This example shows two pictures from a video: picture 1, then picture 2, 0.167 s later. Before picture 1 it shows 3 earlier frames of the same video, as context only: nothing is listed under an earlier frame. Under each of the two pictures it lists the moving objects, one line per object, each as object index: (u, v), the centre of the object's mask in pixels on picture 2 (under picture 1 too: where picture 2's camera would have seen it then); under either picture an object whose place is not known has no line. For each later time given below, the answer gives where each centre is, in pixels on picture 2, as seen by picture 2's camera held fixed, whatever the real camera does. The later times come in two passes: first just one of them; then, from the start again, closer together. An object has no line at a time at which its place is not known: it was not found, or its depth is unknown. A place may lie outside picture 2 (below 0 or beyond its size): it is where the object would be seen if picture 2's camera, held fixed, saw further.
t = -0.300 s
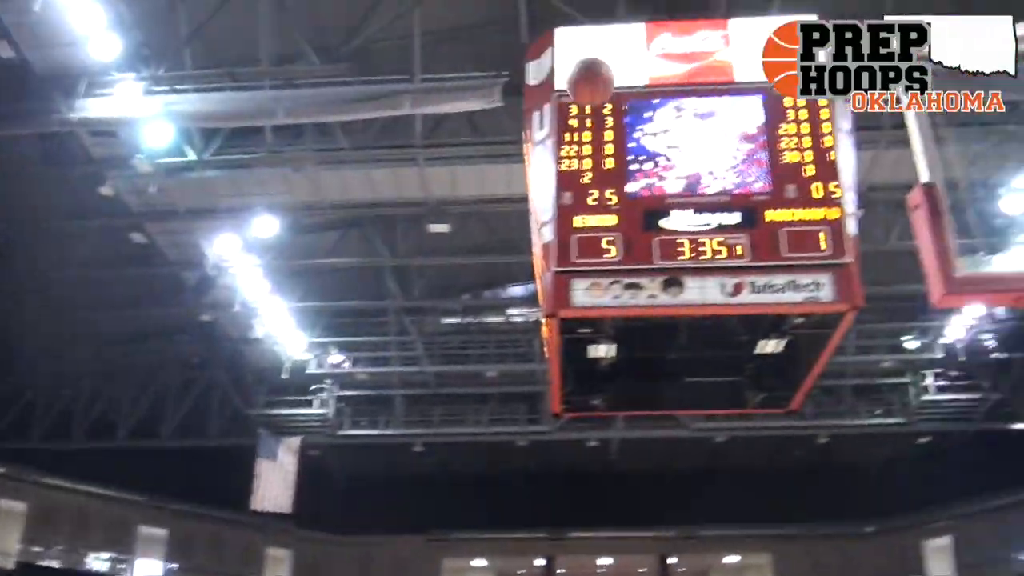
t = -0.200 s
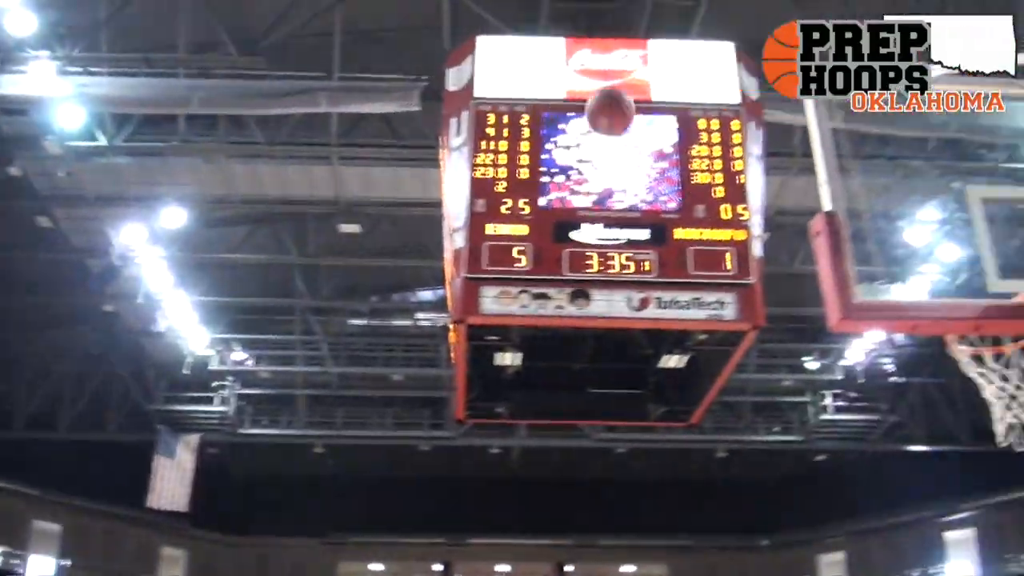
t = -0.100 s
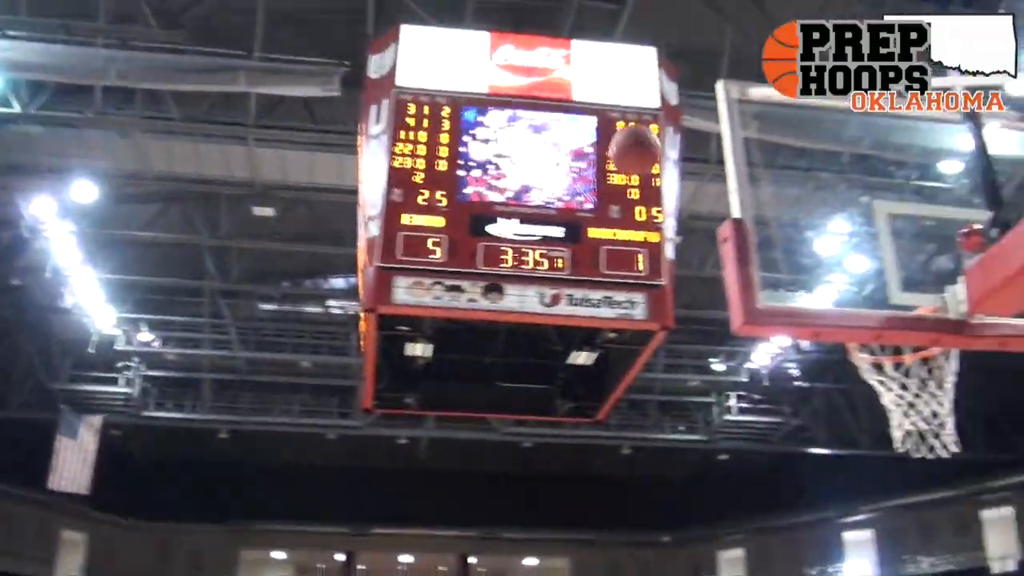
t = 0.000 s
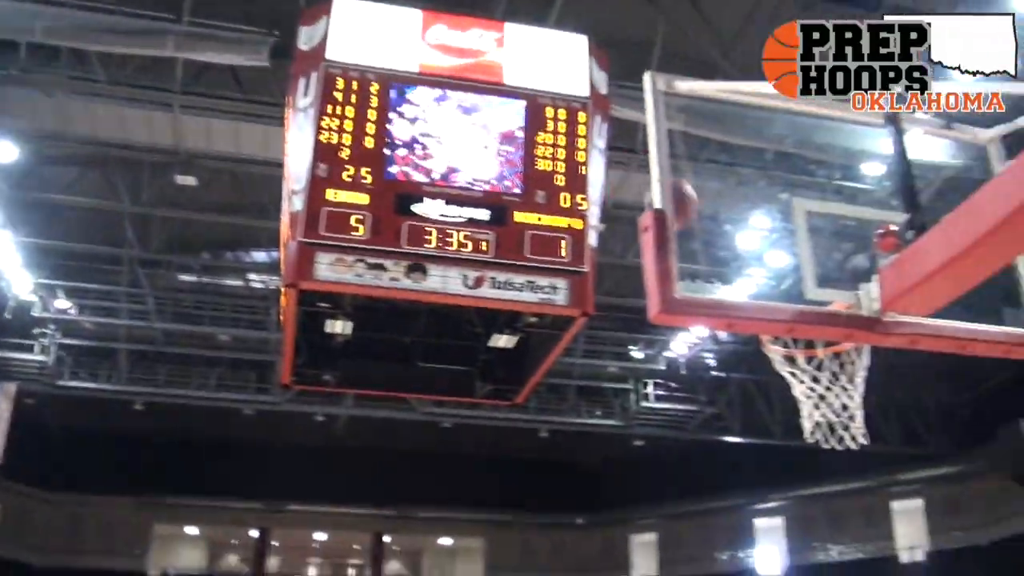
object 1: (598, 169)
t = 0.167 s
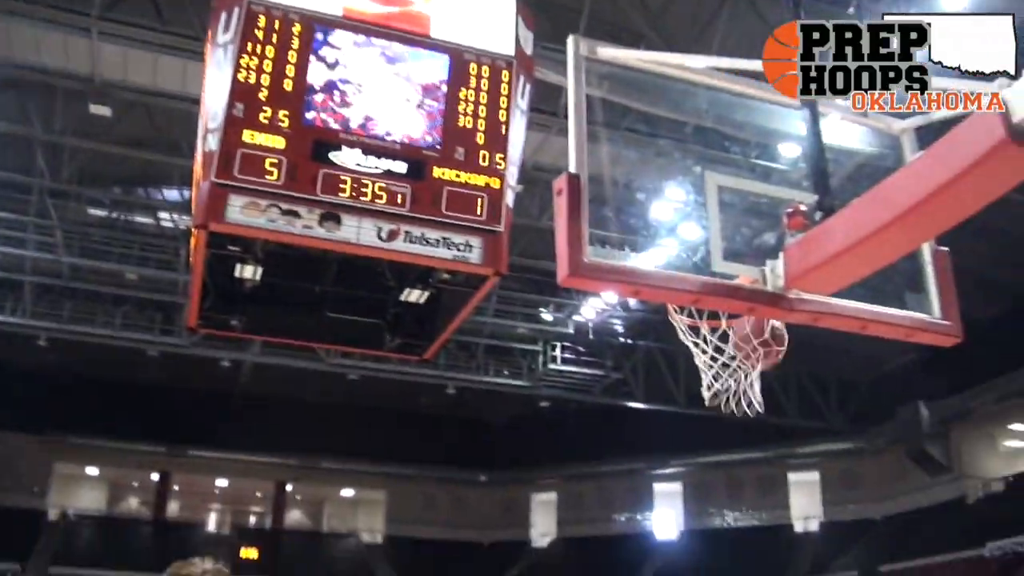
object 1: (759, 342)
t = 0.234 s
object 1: (771, 388)
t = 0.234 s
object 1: (771, 388)
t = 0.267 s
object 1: (773, 412)
